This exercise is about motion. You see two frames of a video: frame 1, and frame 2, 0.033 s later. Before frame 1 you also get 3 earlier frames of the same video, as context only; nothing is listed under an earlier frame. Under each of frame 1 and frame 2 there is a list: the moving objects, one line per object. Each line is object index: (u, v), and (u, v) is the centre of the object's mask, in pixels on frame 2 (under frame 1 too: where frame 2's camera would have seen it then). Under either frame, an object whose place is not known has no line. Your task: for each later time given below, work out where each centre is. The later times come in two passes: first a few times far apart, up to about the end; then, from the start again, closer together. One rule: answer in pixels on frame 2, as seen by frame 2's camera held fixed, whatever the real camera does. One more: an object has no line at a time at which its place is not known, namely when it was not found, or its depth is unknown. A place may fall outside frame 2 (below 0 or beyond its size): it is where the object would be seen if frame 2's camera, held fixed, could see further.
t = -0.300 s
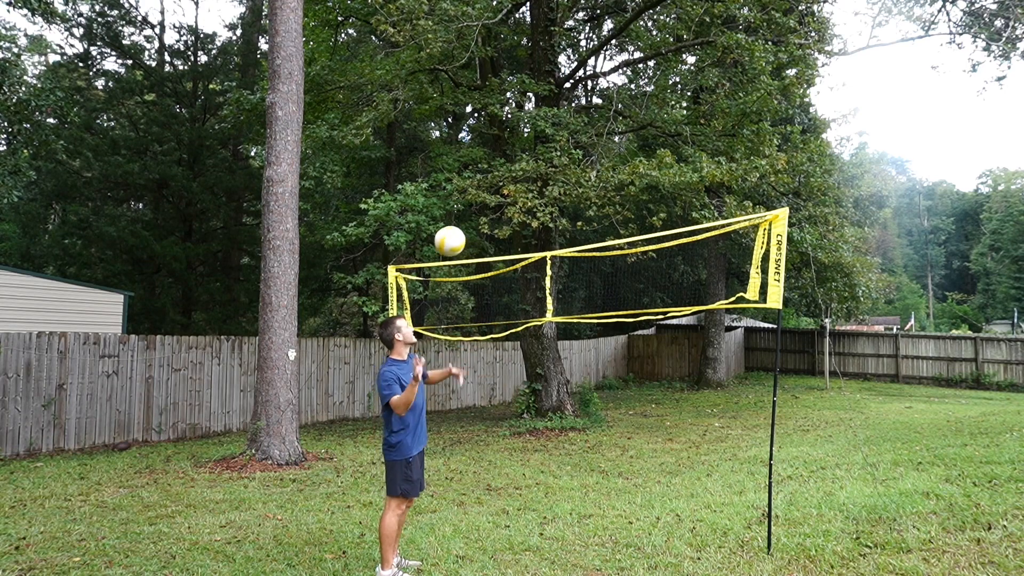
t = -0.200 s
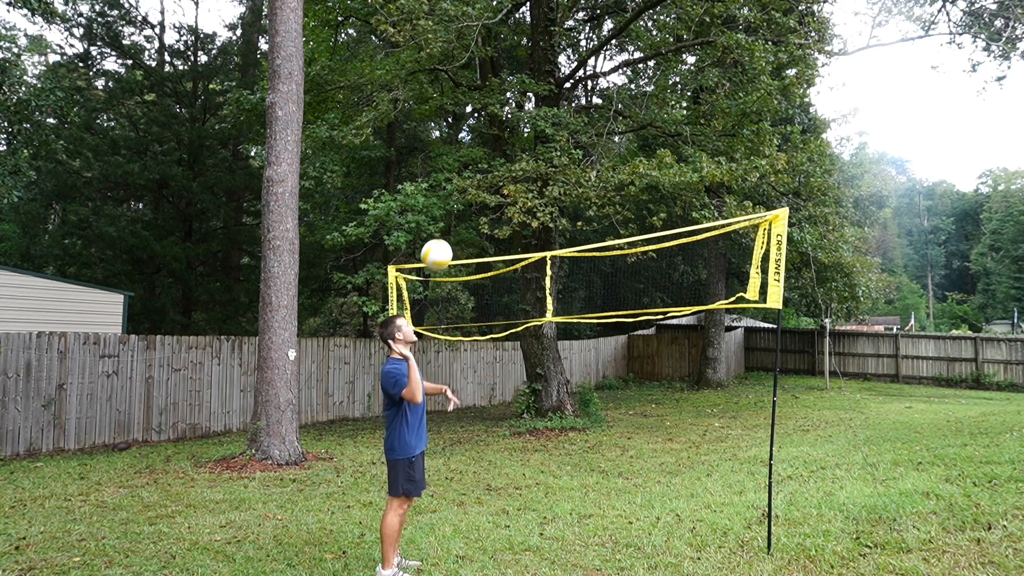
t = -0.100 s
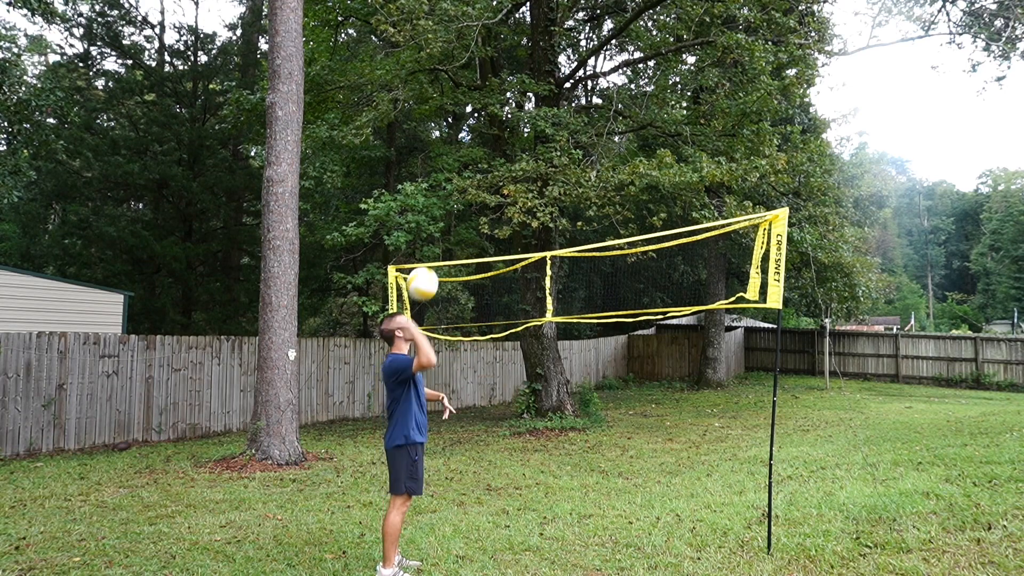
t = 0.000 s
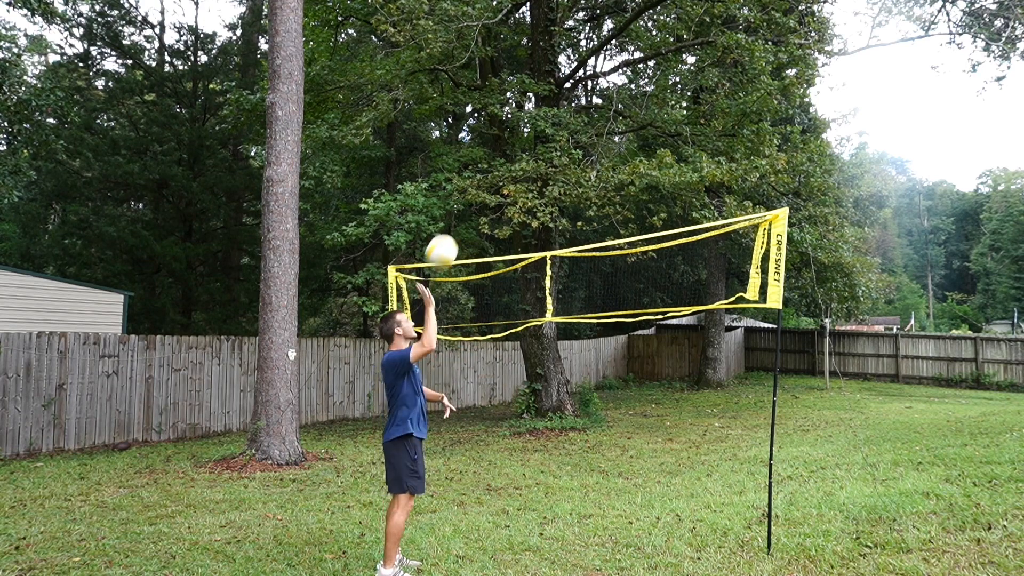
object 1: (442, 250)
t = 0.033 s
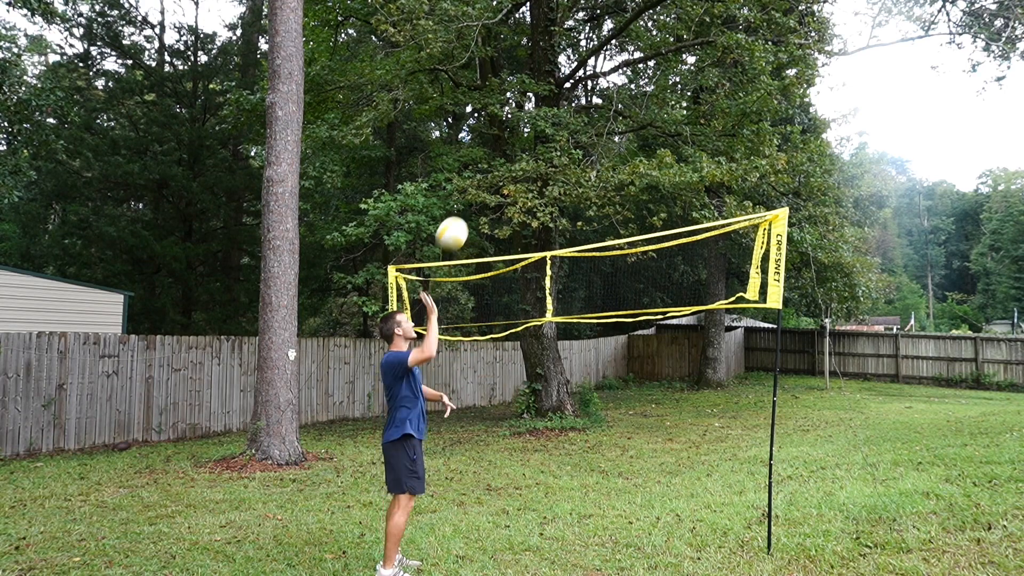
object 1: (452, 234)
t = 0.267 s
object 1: (515, 159)
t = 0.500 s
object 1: (563, 159)
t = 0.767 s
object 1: (609, 228)
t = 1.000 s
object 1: (642, 339)
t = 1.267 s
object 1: (671, 488)
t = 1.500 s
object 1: (673, 441)
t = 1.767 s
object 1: (675, 450)
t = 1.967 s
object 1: (676, 483)
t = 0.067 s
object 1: (462, 217)
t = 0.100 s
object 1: (472, 204)
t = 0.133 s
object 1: (481, 191)
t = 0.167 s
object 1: (490, 180)
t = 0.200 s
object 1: (499, 172)
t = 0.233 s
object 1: (507, 165)
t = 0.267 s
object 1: (515, 159)
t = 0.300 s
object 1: (523, 155)
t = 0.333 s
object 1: (530, 153)
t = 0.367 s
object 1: (537, 151)
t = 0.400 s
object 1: (544, 151)
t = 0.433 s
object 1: (550, 153)
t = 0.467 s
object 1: (557, 155)
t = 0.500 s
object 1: (563, 159)
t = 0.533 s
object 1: (570, 163)
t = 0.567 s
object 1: (576, 170)
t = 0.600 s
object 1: (582, 177)
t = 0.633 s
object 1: (588, 185)
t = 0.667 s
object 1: (593, 195)
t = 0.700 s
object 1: (598, 205)
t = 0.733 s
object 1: (604, 216)
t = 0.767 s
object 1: (609, 228)
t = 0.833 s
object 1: (619, 256)
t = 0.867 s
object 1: (624, 271)
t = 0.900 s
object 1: (628, 286)
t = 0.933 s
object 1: (633, 301)
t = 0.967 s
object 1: (638, 321)
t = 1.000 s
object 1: (642, 339)
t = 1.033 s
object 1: (646, 358)
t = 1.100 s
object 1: (654, 397)
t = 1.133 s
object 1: (658, 418)
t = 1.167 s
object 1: (662, 440)
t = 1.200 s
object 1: (666, 464)
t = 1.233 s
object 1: (670, 487)
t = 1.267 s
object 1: (671, 488)
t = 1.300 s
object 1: (672, 480)
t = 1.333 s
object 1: (671, 470)
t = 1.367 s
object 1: (672, 462)
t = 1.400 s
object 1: (672, 455)
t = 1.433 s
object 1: (672, 449)
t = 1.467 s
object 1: (673, 444)
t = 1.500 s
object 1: (673, 441)
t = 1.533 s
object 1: (673, 438)
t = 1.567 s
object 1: (673, 437)
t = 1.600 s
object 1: (673, 437)
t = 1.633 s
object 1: (674, 437)
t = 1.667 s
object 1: (674, 439)
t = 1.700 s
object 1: (674, 441)
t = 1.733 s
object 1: (675, 445)
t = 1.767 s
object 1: (675, 450)
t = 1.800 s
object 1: (675, 455)
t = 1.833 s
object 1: (676, 461)
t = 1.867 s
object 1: (676, 469)
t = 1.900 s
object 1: (676, 478)
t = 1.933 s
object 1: (676, 486)
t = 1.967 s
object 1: (676, 483)
